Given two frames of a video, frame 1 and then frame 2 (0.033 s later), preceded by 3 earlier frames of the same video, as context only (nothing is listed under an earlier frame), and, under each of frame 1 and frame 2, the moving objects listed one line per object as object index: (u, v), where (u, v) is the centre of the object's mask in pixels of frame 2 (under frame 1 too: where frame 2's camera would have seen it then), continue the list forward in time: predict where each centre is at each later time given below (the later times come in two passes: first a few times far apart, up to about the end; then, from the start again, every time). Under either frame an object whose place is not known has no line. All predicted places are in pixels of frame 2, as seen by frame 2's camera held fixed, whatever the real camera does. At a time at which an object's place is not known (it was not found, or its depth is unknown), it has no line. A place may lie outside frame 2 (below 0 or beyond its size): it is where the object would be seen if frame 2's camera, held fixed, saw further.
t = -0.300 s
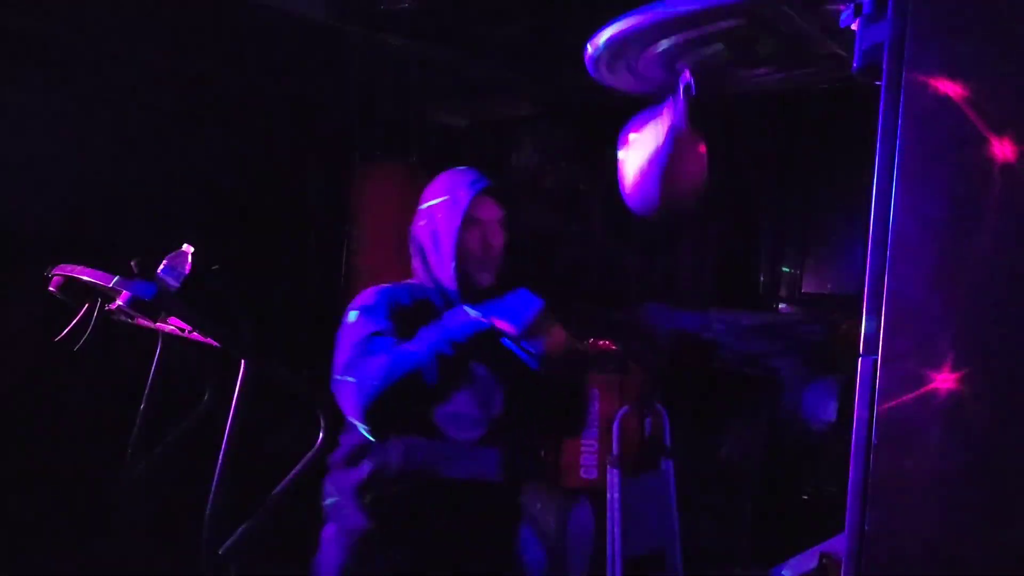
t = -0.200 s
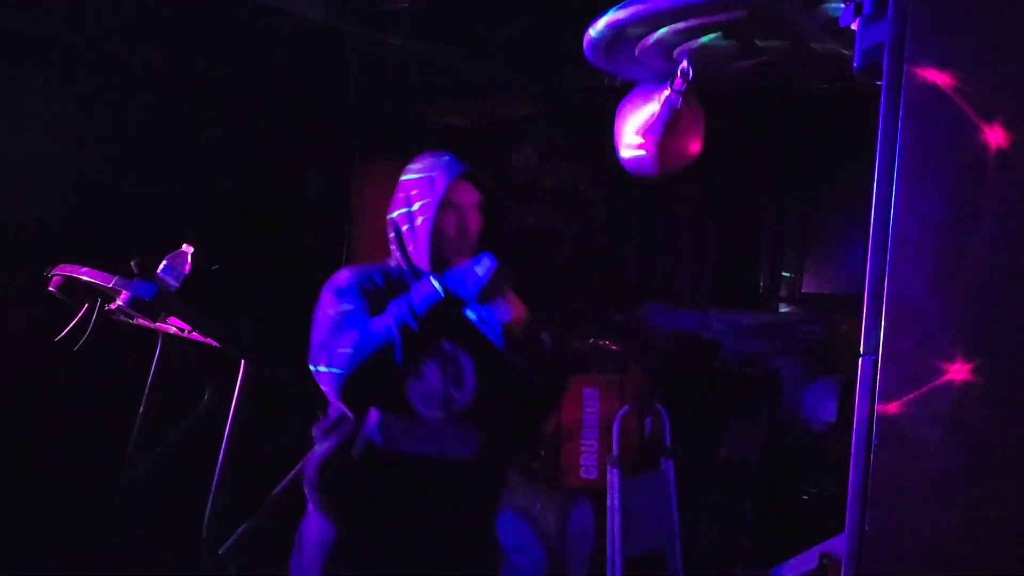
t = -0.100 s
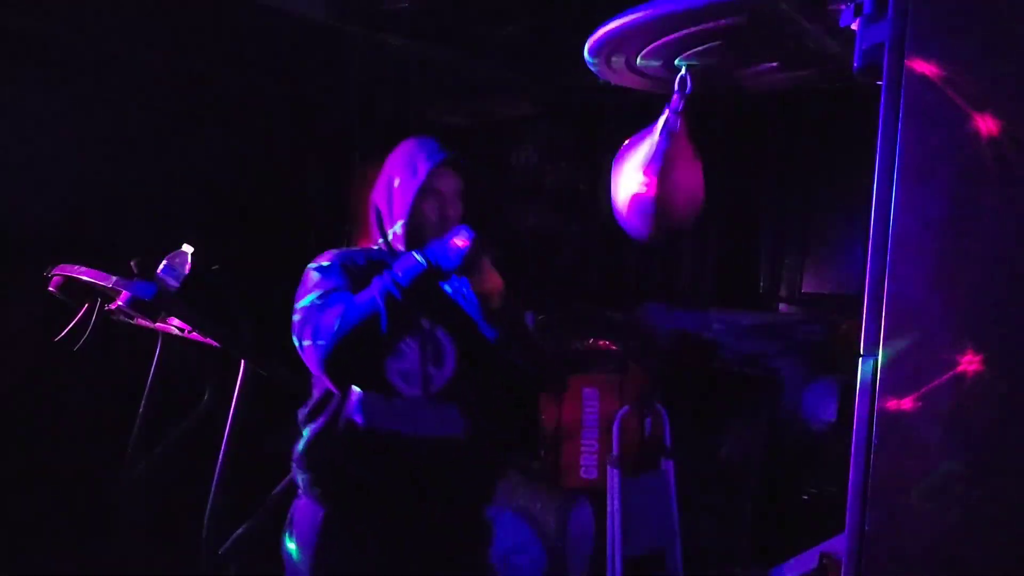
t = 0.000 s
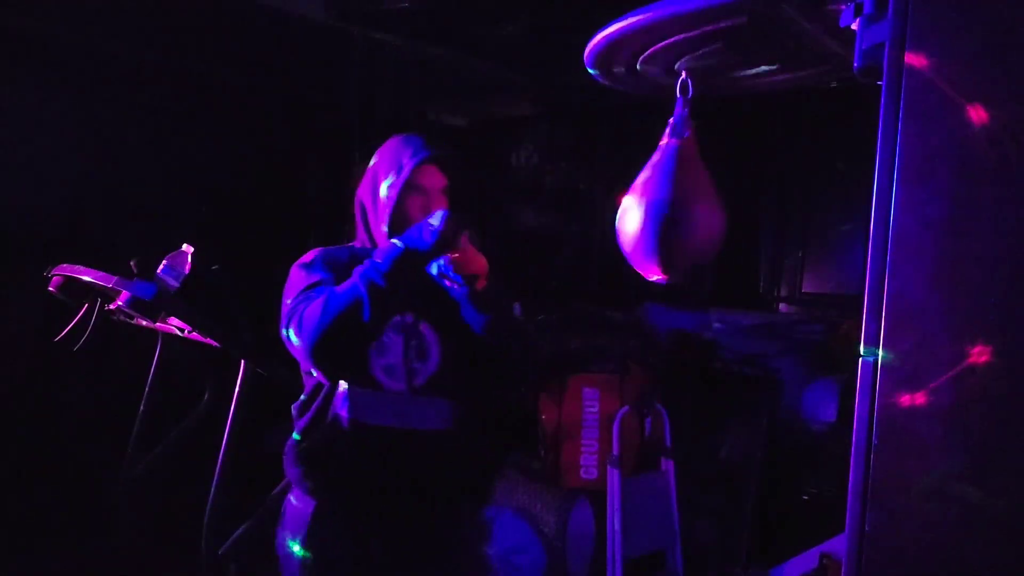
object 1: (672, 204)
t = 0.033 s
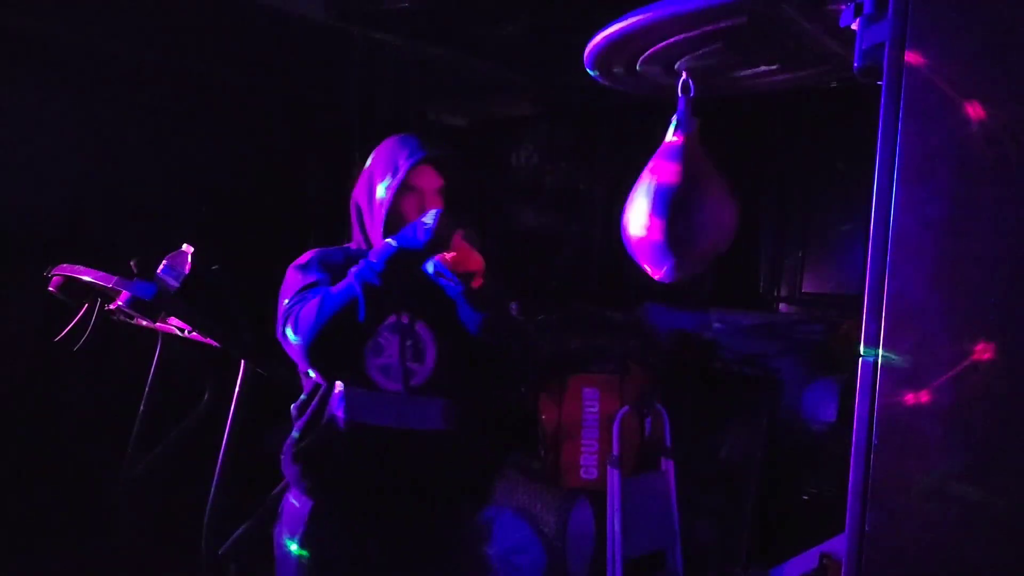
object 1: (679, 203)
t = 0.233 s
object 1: (713, 78)
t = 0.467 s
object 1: (684, 206)
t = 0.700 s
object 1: (657, 143)
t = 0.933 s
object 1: (659, 185)
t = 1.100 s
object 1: (695, 192)
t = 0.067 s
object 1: (687, 193)
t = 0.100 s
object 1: (695, 171)
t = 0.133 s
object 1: (703, 146)
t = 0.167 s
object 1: (705, 120)
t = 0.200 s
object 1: (709, 95)
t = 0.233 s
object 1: (713, 78)
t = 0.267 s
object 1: (715, 87)
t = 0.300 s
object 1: (717, 103)
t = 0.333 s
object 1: (715, 128)
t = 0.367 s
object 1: (709, 159)
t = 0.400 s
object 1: (701, 184)
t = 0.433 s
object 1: (692, 200)
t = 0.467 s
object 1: (684, 206)
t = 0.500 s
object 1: (677, 206)
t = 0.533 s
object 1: (670, 200)
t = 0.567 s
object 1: (665, 190)
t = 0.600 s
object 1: (662, 176)
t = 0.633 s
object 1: (659, 162)
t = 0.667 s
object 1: (658, 152)
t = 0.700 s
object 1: (657, 143)
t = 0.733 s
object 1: (657, 139)
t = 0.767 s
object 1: (657, 139)
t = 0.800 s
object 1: (656, 141)
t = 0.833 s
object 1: (656, 150)
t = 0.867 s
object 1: (655, 161)
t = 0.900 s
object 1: (657, 173)
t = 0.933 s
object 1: (659, 185)
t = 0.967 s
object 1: (663, 197)
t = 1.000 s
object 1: (669, 204)
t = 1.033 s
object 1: (676, 207)
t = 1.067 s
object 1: (686, 203)
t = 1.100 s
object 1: (695, 192)
